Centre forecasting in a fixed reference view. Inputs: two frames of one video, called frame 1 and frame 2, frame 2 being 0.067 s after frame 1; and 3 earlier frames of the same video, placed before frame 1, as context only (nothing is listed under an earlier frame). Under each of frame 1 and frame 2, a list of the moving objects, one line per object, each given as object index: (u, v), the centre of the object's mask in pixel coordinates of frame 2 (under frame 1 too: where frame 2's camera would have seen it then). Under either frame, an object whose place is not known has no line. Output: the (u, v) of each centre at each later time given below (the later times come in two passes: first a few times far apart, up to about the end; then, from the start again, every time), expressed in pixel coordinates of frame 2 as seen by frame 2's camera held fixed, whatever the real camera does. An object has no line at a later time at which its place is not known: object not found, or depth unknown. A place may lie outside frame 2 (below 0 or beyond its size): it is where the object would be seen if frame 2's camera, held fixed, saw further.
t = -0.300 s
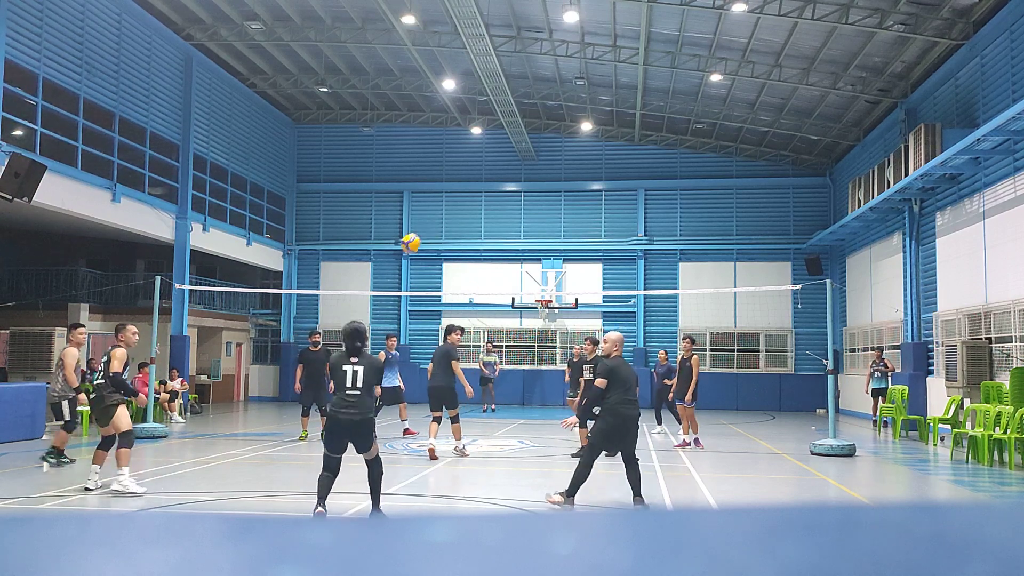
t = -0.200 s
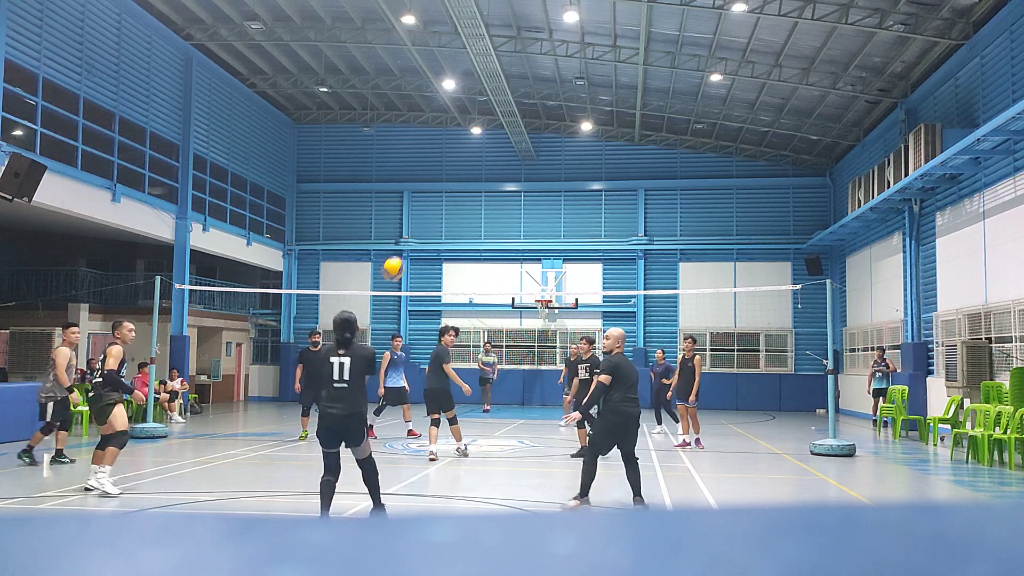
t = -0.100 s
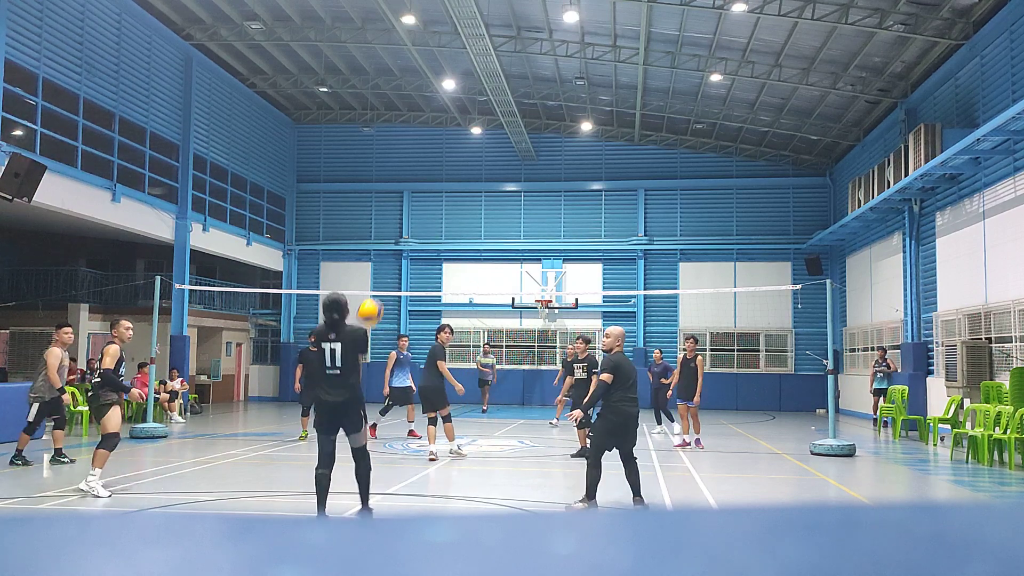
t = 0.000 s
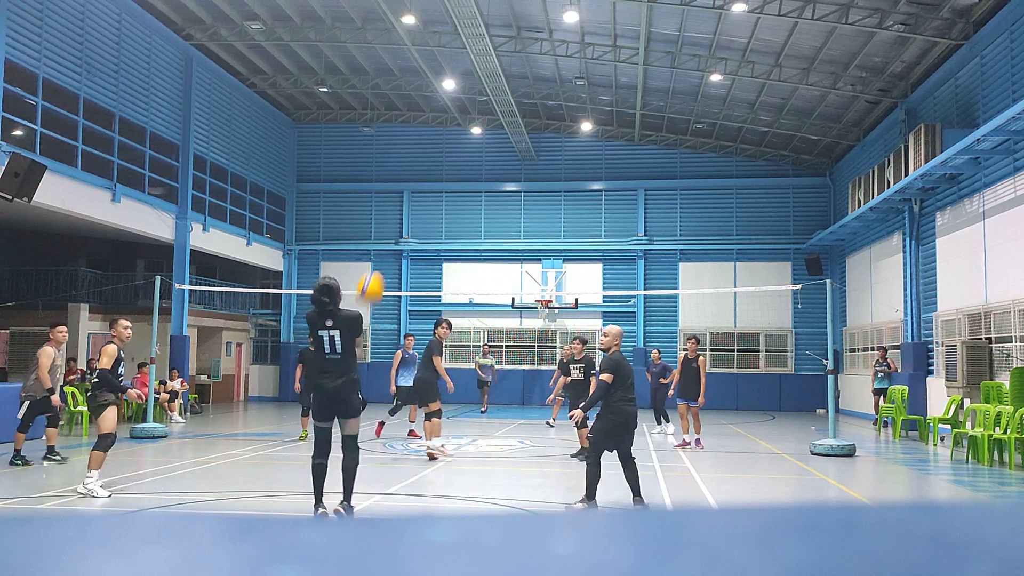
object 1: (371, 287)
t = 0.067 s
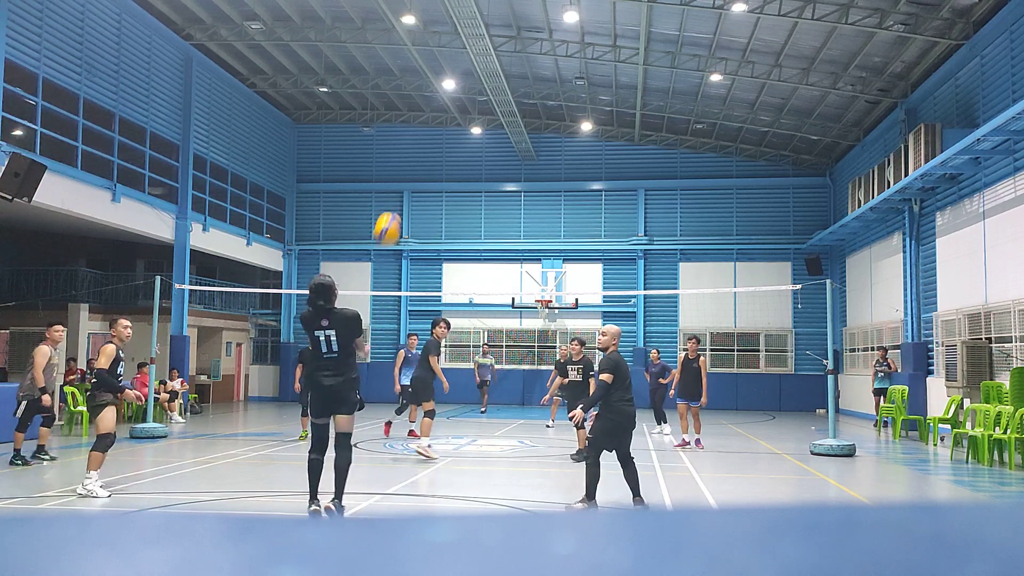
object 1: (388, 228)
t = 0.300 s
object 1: (437, 93)
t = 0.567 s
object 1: (480, 33)
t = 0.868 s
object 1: (516, 53)
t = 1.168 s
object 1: (545, 143)
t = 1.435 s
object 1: (566, 266)
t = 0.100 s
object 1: (395, 203)
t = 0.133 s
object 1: (403, 178)
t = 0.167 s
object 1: (411, 157)
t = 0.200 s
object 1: (418, 139)
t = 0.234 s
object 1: (425, 122)
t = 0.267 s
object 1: (431, 107)
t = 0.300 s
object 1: (437, 93)
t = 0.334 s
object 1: (444, 80)
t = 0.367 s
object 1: (449, 68)
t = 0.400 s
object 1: (455, 60)
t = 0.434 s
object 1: (461, 52)
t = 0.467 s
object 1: (466, 46)
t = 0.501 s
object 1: (471, 40)
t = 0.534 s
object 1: (476, 36)
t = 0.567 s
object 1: (480, 33)
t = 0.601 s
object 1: (485, 32)
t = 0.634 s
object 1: (489, 31)
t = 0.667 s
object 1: (493, 31)
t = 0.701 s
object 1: (498, 32)
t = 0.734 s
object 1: (501, 35)
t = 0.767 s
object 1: (505, 38)
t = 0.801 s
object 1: (509, 42)
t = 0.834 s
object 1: (513, 47)
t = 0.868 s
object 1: (516, 53)
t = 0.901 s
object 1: (520, 60)
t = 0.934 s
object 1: (523, 68)
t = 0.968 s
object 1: (527, 77)
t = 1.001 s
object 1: (530, 86)
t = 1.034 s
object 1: (533, 96)
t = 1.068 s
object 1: (536, 107)
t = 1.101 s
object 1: (539, 118)
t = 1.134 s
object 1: (542, 130)
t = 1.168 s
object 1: (545, 143)
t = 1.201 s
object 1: (547, 157)
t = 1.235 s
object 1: (550, 171)
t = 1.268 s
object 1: (553, 185)
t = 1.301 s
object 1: (555, 200)
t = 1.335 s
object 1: (558, 216)
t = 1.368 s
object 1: (561, 232)
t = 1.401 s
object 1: (563, 249)
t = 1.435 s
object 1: (566, 266)
